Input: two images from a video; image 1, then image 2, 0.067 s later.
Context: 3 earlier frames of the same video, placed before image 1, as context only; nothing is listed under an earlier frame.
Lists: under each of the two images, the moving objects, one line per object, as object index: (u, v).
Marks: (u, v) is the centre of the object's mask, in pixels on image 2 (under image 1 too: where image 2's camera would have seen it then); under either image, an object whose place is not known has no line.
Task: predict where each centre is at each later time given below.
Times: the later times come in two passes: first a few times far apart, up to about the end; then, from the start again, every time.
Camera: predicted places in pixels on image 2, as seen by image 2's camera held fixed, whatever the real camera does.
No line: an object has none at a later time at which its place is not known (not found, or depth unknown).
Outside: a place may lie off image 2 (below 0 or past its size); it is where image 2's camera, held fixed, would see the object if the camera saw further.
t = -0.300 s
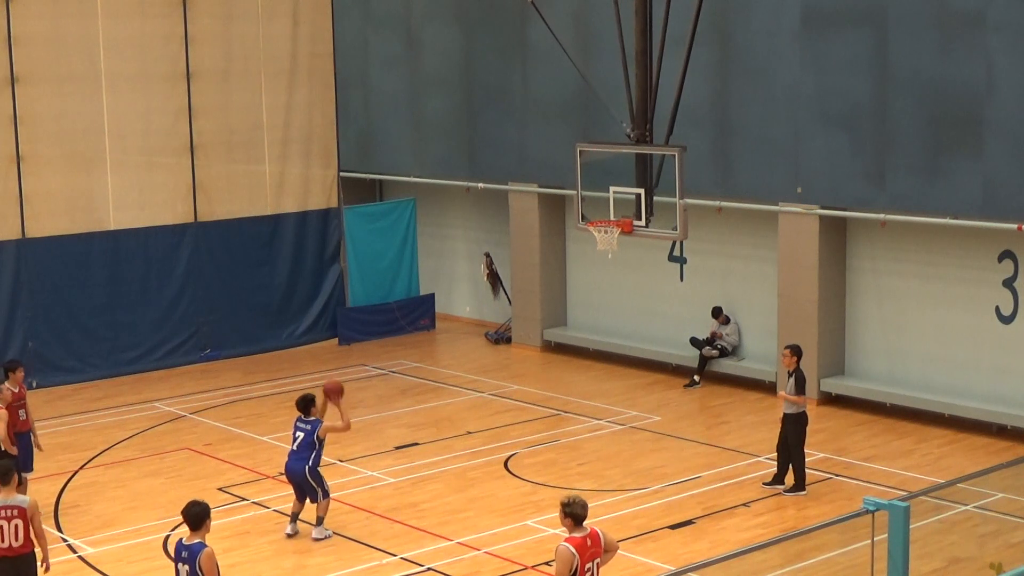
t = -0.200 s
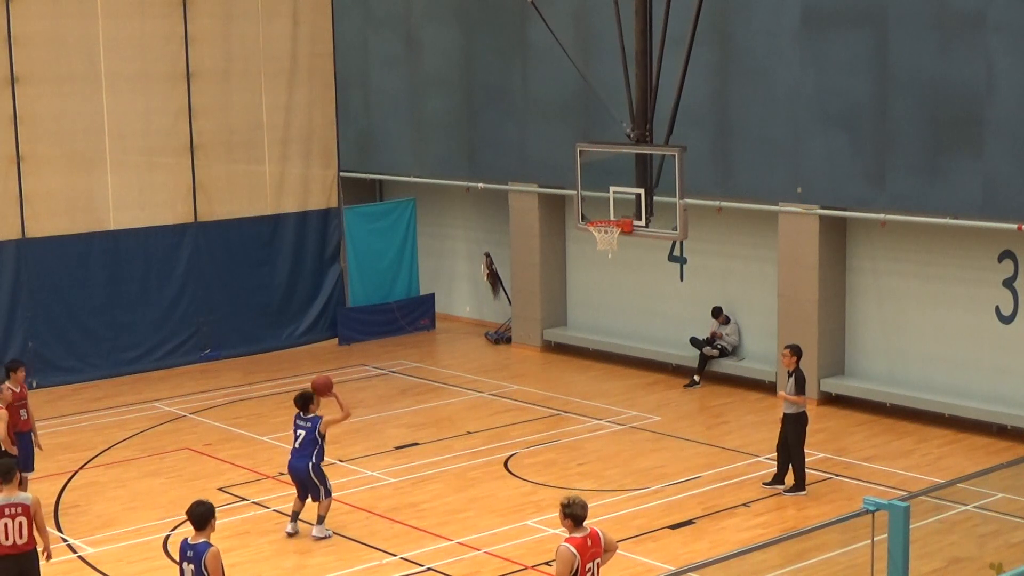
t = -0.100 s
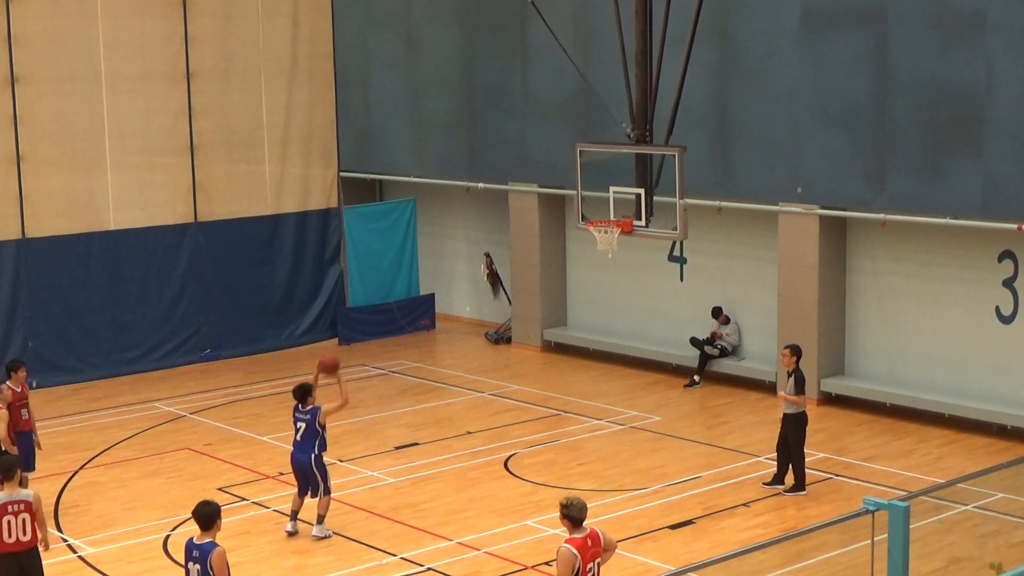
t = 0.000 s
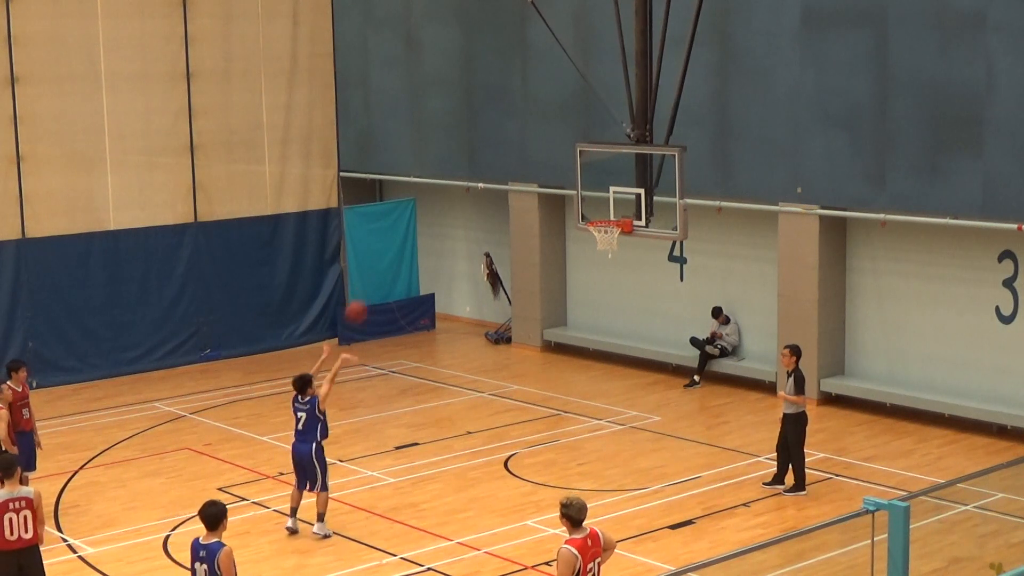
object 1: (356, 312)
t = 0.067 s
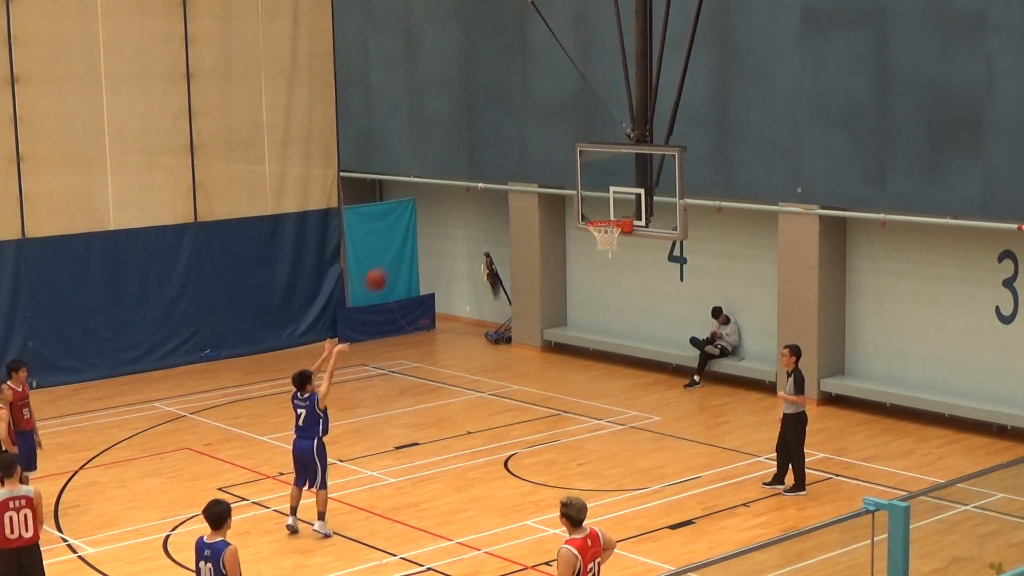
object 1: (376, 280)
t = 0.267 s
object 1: (435, 210)
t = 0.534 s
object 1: (510, 171)
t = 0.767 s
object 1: (569, 187)
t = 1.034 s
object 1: (607, 253)
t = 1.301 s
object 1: (588, 352)
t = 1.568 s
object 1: (566, 429)
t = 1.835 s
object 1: (530, 352)
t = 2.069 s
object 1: (498, 330)
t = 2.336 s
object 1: (462, 354)
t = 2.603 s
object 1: (427, 437)
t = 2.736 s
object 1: (410, 482)
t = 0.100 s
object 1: (386, 266)
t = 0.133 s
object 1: (396, 252)
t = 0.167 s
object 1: (406, 240)
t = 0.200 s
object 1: (415, 229)
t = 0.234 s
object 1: (426, 218)
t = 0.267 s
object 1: (435, 210)
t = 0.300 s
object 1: (445, 201)
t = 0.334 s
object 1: (454, 195)
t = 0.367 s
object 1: (463, 188)
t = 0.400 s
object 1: (473, 183)
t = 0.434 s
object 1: (483, 178)
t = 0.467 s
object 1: (492, 175)
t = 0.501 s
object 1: (501, 173)
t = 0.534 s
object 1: (510, 171)
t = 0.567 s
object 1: (519, 171)
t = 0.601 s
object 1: (527, 172)
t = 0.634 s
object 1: (535, 173)
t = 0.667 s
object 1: (545, 176)
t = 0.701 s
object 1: (553, 179)
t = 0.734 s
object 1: (561, 182)
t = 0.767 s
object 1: (569, 187)
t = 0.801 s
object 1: (578, 193)
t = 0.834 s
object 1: (586, 199)
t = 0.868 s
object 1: (594, 207)
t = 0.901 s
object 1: (602, 215)
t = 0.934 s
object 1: (610, 223)
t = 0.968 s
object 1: (613, 232)
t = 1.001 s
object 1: (611, 242)
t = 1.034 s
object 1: (607, 253)
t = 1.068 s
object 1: (605, 260)
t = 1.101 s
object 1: (602, 271)
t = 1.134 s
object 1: (600, 283)
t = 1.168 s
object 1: (597, 296)
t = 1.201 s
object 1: (595, 308)
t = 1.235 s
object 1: (593, 323)
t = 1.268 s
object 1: (590, 337)
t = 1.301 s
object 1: (588, 352)
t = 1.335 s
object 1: (586, 369)
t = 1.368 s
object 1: (584, 386)
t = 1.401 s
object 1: (582, 404)
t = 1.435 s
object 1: (580, 423)
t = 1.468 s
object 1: (578, 443)
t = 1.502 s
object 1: (575, 457)
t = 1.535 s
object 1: (571, 443)
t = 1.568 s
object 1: (566, 429)
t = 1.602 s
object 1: (562, 417)
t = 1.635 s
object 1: (557, 405)
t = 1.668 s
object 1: (553, 394)
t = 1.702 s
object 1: (548, 384)
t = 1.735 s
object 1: (544, 376)
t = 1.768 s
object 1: (539, 367)
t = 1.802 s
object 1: (534, 359)
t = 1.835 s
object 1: (530, 352)
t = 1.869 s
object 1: (525, 347)
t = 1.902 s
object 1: (521, 341)
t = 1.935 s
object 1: (516, 337)
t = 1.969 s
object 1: (512, 334)
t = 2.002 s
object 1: (506, 332)
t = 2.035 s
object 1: (503, 331)
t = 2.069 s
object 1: (498, 330)
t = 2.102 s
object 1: (494, 330)
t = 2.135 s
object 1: (488, 330)
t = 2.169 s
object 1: (485, 332)
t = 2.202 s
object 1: (479, 334)
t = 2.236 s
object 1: (475, 338)
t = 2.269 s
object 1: (470, 342)
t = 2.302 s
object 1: (466, 348)
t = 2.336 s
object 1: (462, 354)
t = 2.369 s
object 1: (457, 361)
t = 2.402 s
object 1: (453, 370)
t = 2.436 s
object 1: (448, 379)
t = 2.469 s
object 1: (444, 389)
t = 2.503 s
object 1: (439, 400)
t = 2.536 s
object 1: (435, 411)
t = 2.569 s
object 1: (431, 424)
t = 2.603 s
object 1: (427, 437)
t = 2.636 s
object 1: (423, 452)
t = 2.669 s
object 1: (419, 466)
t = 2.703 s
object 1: (415, 484)
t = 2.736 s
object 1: (410, 482)
